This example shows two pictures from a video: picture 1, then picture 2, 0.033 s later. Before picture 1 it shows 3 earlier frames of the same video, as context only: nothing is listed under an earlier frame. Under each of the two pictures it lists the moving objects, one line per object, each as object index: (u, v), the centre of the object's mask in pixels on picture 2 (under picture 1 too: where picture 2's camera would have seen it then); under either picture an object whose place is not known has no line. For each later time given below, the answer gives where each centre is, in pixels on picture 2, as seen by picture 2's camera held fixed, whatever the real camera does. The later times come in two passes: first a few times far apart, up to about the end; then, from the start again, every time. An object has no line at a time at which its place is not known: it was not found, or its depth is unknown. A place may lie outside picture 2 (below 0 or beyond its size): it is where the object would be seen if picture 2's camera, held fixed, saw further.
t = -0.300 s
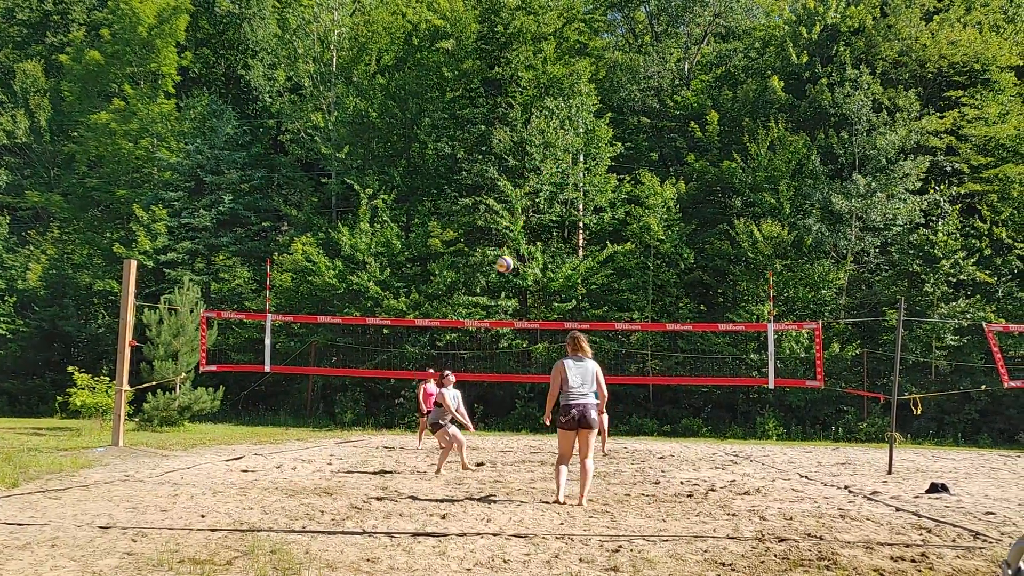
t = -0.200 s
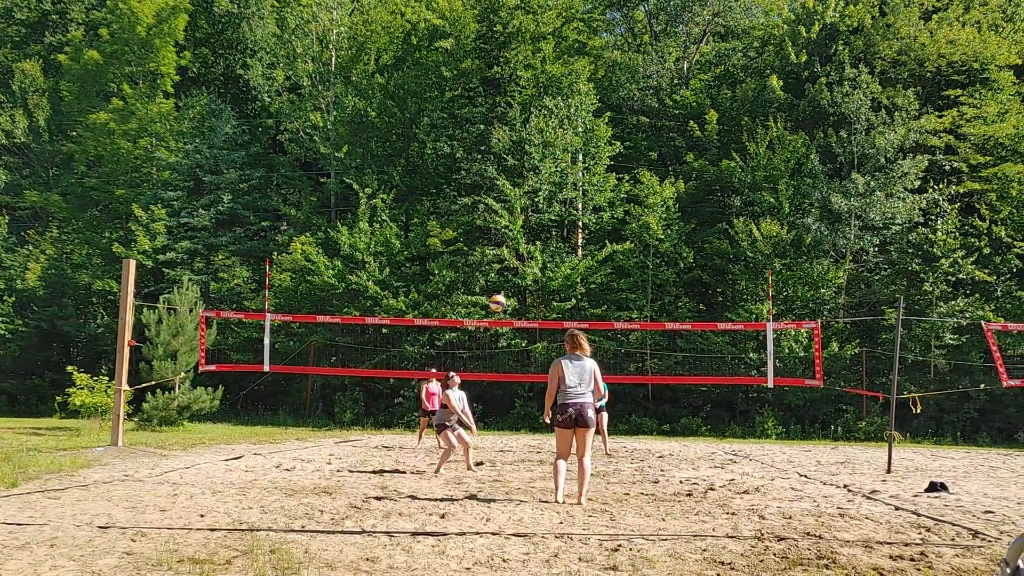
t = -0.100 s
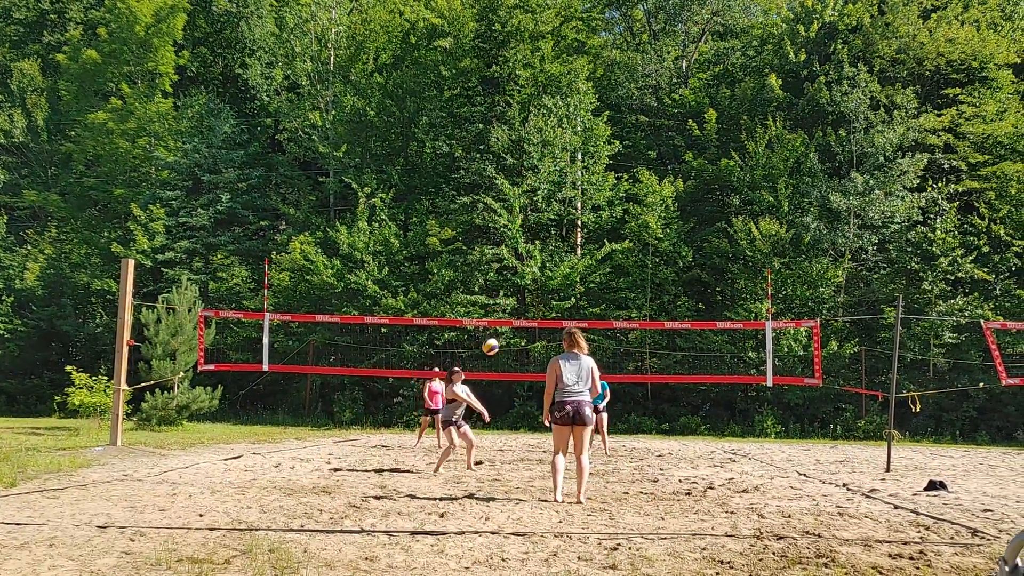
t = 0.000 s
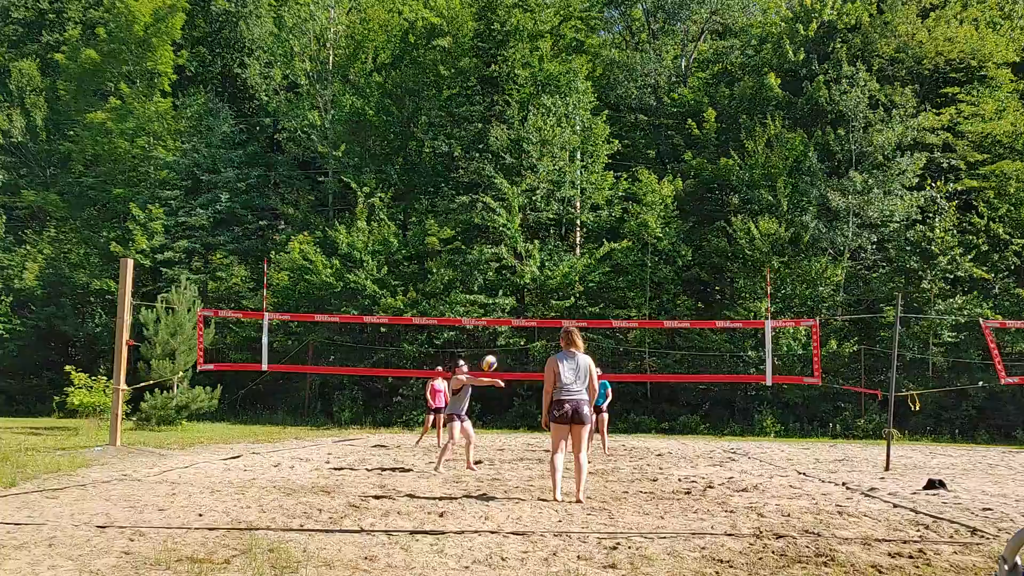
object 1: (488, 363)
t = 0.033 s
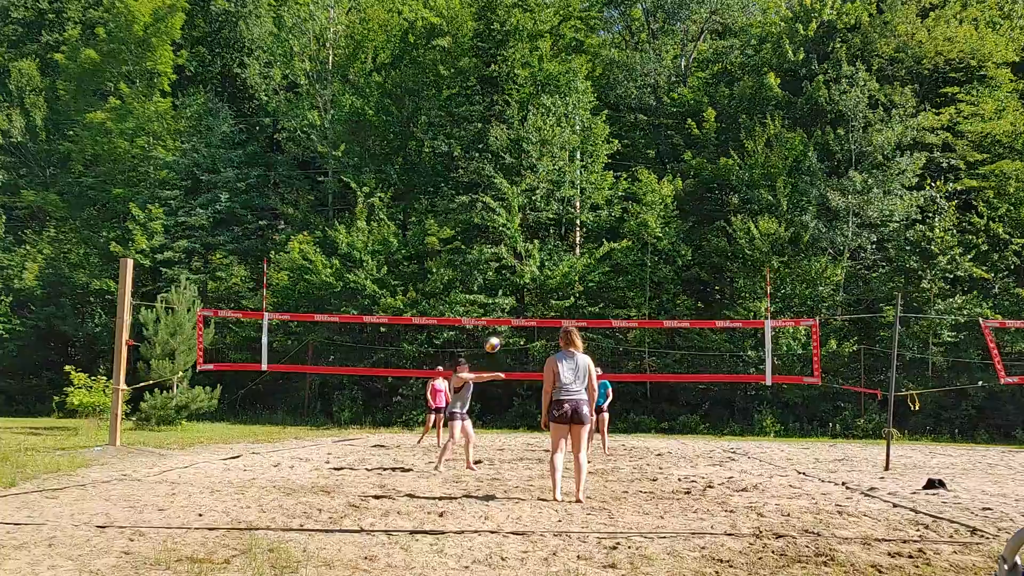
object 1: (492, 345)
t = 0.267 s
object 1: (518, 240)
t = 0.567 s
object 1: (552, 167)
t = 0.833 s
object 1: (581, 153)
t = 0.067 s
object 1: (496, 327)
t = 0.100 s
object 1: (500, 310)
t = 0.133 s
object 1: (503, 294)
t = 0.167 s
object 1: (506, 279)
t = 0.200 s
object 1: (510, 265)
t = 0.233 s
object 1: (514, 252)
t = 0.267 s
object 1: (518, 240)
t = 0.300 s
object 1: (522, 229)
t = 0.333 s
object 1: (525, 219)
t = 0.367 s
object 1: (529, 208)
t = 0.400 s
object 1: (533, 200)
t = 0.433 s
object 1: (537, 191)
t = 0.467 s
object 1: (541, 184)
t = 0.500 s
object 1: (544, 178)
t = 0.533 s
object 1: (548, 172)
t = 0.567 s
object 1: (552, 167)
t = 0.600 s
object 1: (556, 163)
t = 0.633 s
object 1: (559, 159)
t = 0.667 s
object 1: (562, 157)
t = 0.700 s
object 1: (566, 155)
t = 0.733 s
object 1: (570, 153)
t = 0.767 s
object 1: (573, 153)
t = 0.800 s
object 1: (576, 153)
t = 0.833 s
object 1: (581, 153)
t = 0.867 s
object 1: (584, 155)
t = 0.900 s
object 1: (588, 158)
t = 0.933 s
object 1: (591, 161)
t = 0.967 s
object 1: (595, 165)
